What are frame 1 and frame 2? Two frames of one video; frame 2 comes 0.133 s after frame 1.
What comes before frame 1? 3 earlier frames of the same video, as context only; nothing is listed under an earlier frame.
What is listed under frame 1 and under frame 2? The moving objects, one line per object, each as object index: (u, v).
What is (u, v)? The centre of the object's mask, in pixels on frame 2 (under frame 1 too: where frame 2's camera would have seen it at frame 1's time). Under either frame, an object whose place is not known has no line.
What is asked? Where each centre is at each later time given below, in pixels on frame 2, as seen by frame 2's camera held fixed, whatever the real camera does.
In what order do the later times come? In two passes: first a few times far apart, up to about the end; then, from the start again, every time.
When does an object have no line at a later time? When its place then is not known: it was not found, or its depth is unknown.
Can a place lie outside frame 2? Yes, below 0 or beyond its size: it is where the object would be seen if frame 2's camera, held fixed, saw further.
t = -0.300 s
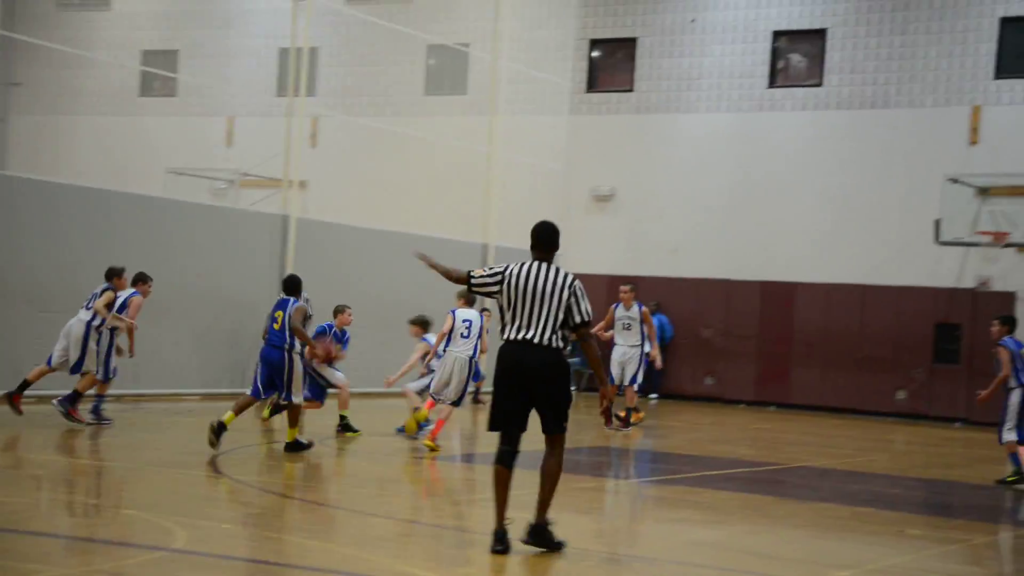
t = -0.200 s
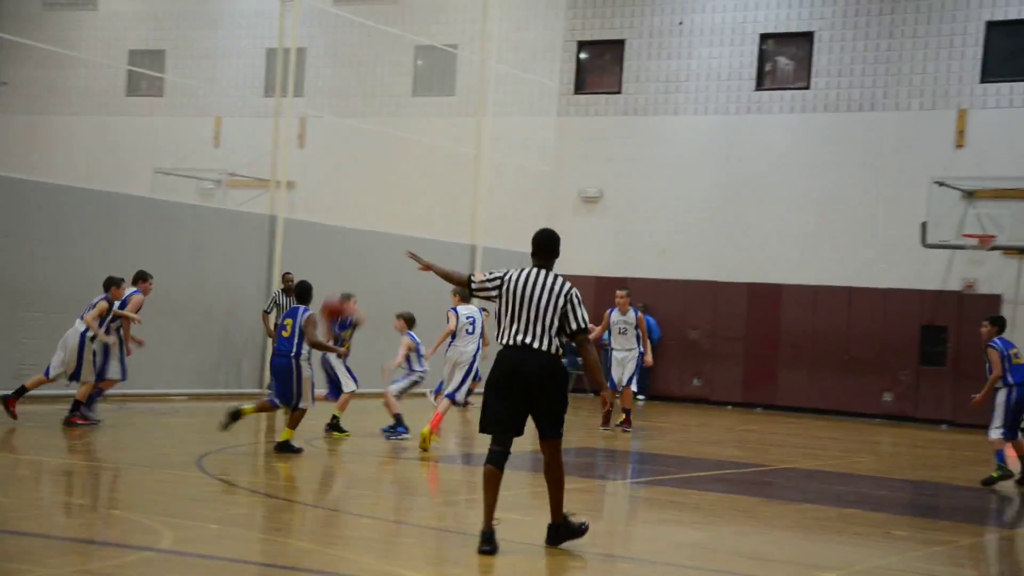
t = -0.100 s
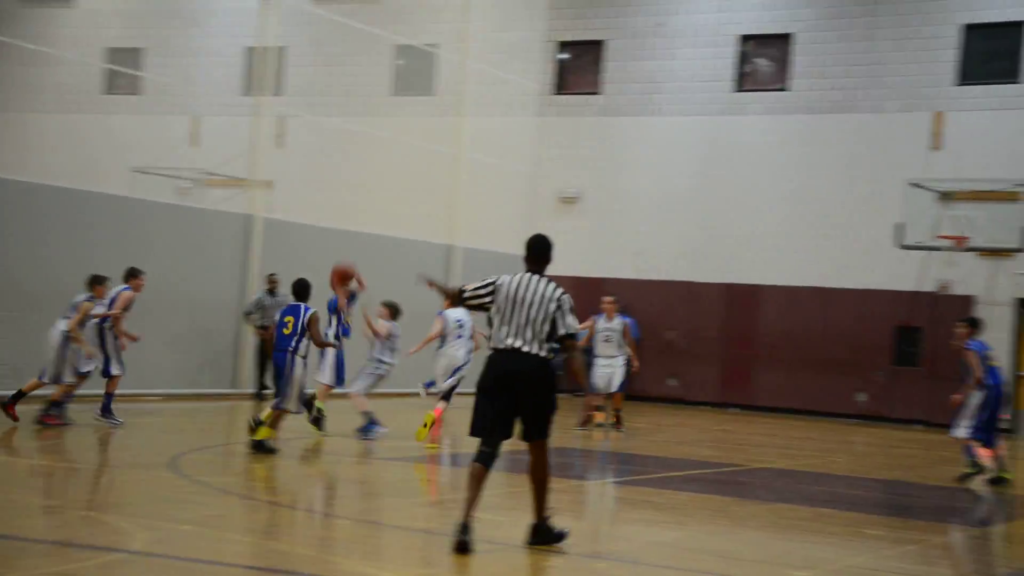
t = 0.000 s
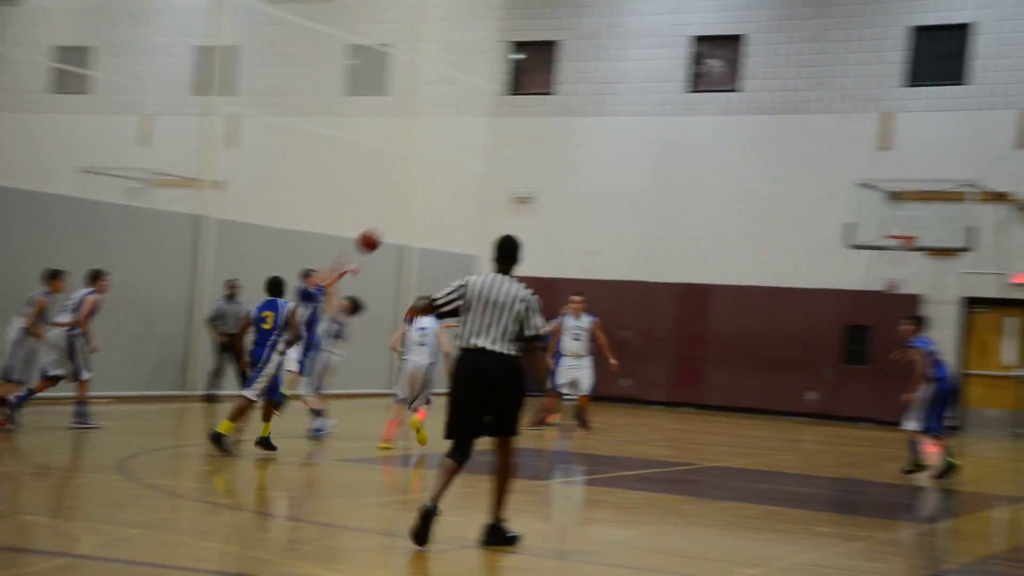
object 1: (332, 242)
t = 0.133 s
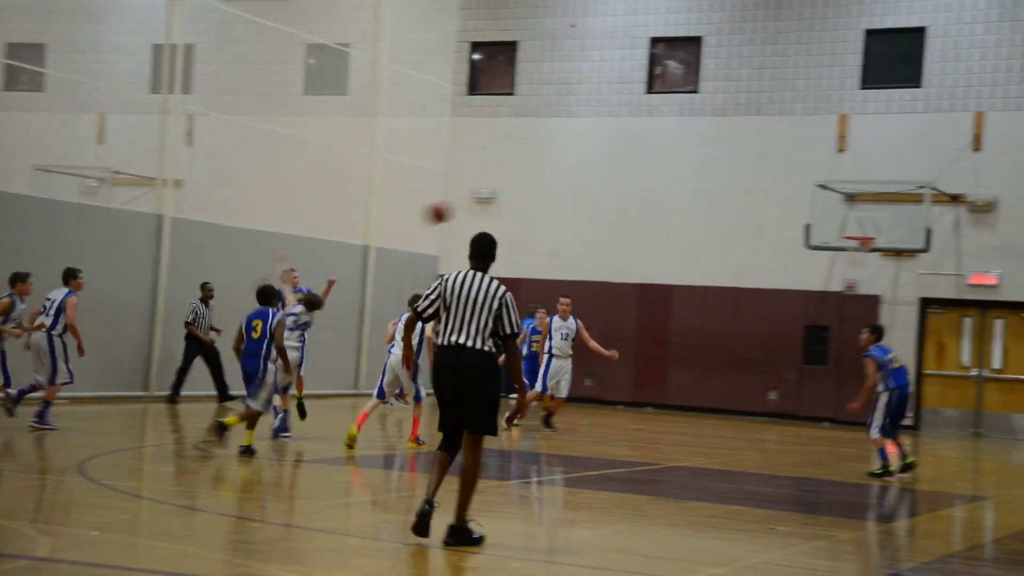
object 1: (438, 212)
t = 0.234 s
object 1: (517, 203)
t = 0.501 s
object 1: (713, 219)
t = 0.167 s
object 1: (464, 208)
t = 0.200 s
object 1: (489, 204)
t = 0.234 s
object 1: (517, 203)
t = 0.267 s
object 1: (541, 202)
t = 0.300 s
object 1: (567, 202)
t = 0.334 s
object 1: (591, 202)
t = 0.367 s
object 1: (615, 204)
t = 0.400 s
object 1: (640, 206)
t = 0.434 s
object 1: (665, 210)
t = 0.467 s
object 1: (690, 214)
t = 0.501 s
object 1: (713, 219)
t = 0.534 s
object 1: (736, 226)
